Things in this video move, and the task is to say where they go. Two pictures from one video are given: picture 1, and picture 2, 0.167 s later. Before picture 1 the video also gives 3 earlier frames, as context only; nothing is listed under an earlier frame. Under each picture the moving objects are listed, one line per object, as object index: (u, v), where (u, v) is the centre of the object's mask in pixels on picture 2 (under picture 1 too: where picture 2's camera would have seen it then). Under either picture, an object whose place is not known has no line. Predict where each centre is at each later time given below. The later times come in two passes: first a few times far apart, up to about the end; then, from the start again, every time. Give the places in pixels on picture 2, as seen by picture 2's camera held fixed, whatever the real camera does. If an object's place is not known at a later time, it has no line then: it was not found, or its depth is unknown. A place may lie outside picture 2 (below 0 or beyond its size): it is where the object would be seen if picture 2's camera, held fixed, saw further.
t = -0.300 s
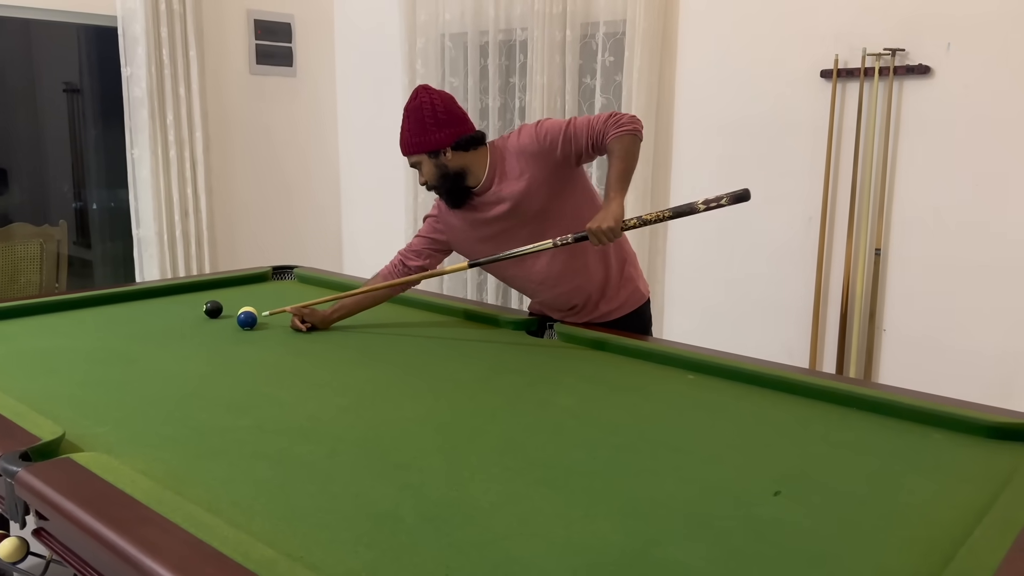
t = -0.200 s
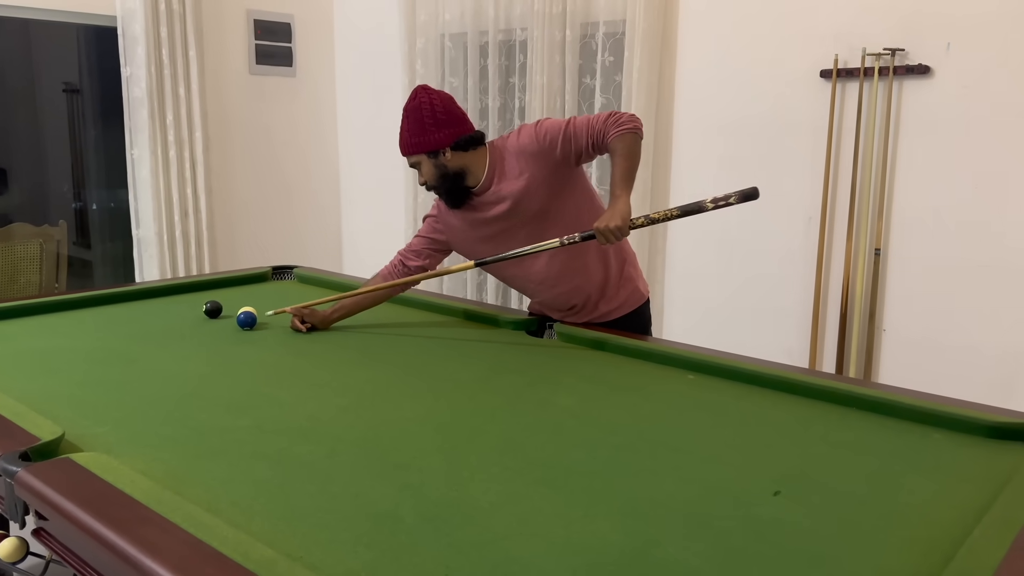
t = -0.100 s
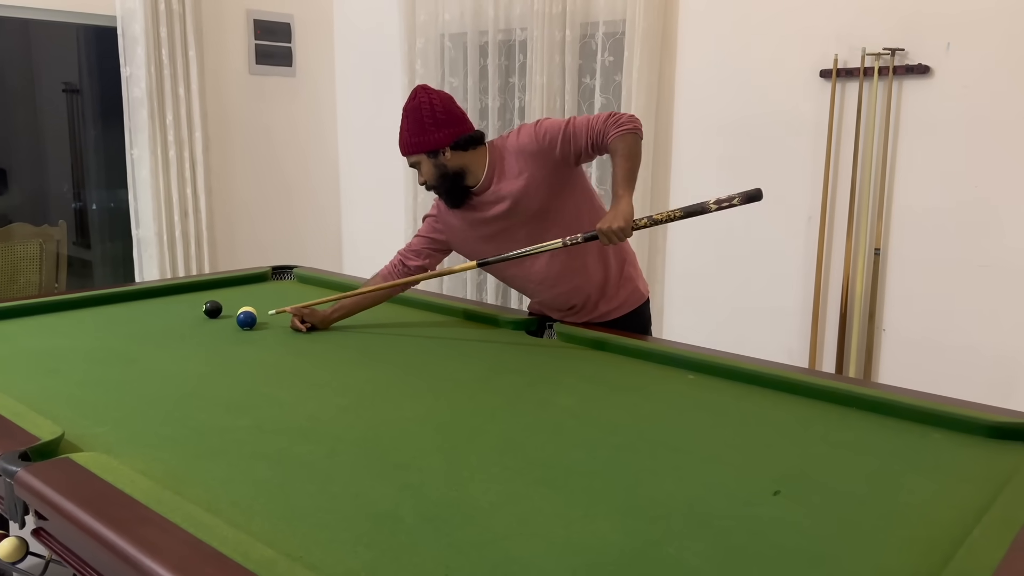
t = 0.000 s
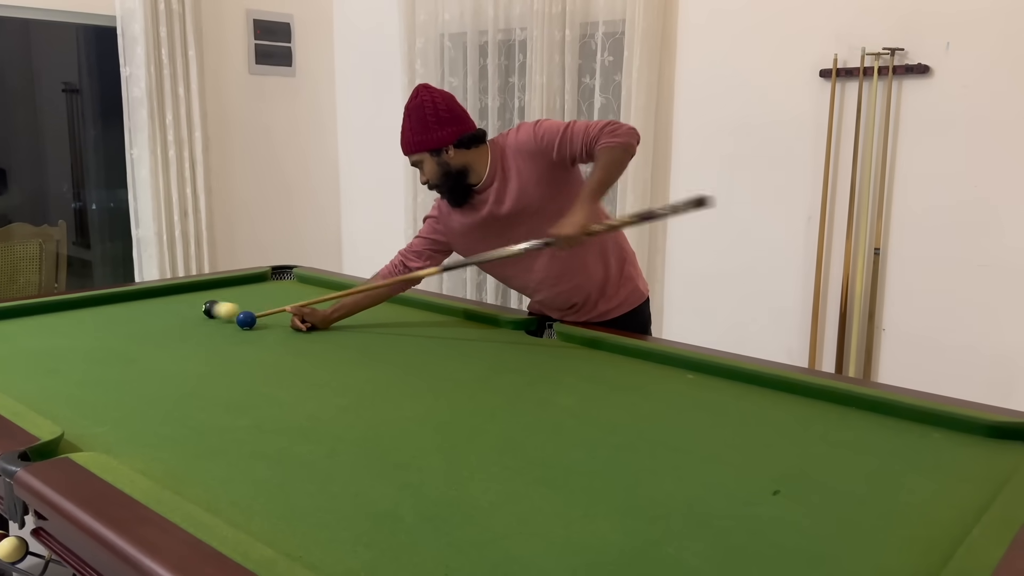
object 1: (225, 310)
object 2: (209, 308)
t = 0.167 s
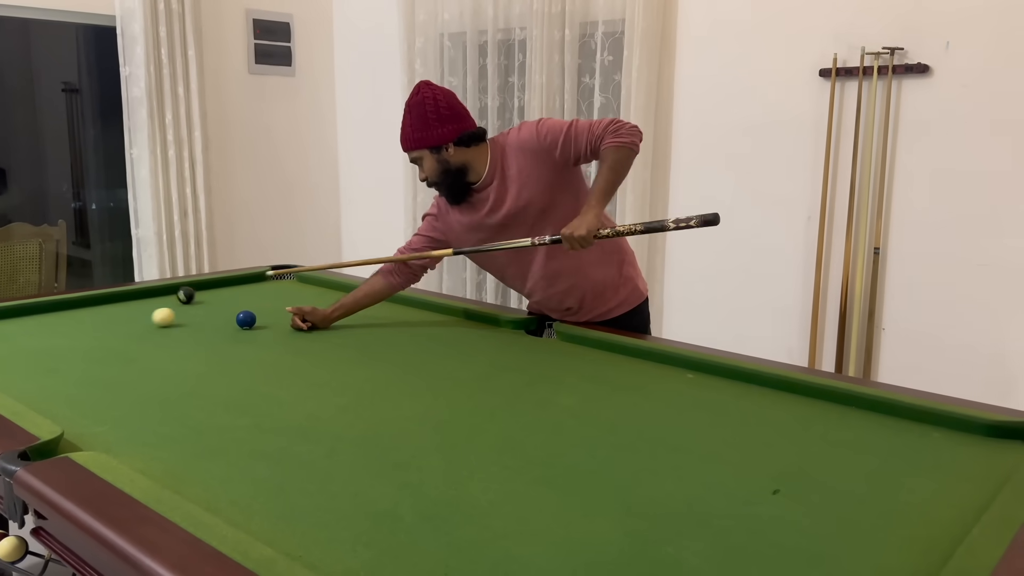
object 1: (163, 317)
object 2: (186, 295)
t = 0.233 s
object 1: (143, 319)
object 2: (177, 291)
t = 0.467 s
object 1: (70, 326)
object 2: (205, 295)
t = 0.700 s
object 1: (4, 334)
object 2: (247, 303)
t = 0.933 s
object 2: (291, 313)
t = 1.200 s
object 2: (343, 324)
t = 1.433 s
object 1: (17, 324)
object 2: (392, 333)
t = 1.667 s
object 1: (49, 317)
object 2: (443, 345)
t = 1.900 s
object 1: (79, 312)
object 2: (498, 356)
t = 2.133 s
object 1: (106, 306)
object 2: (555, 368)
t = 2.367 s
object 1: (130, 302)
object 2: (615, 381)
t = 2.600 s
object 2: (678, 395)
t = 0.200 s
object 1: (153, 318)
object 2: (181, 293)
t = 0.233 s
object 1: (143, 319)
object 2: (177, 291)
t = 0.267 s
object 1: (133, 320)
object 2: (173, 289)
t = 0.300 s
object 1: (123, 321)
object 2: (175, 289)
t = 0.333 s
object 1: (112, 322)
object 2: (183, 290)
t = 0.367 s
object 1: (102, 323)
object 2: (188, 292)
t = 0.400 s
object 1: (92, 324)
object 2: (193, 293)
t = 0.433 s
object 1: (81, 326)
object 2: (200, 294)
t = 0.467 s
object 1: (70, 326)
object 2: (205, 295)
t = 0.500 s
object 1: (60, 328)
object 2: (211, 296)
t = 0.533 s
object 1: (49, 329)
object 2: (217, 298)
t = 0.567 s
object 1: (38, 330)
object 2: (223, 299)
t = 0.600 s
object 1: (28, 331)
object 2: (228, 300)
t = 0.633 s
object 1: (16, 332)
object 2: (235, 302)
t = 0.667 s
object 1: (10, 333)
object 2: (241, 302)
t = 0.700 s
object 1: (4, 334)
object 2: (247, 303)
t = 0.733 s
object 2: (253, 304)
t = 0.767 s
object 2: (260, 306)
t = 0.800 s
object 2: (265, 308)
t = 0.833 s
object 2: (272, 309)
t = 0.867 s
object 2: (278, 310)
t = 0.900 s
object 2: (284, 312)
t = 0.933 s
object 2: (291, 313)
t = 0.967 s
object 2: (297, 314)
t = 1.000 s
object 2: (303, 316)
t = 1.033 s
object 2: (310, 317)
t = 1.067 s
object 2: (317, 318)
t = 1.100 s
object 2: (323, 320)
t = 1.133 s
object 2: (330, 321)
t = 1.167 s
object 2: (337, 322)
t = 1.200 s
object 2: (343, 324)
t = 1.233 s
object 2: (350, 325)
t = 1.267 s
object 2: (357, 327)
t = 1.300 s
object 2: (364, 328)
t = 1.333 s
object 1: (9, 325)
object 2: (371, 330)
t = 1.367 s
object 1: (11, 325)
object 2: (378, 331)
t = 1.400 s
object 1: (14, 324)
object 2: (385, 332)
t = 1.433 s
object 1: (17, 324)
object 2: (392, 333)
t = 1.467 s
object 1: (21, 323)
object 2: (399, 335)
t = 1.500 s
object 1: (25, 322)
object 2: (406, 337)
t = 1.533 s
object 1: (30, 321)
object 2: (414, 338)
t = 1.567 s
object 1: (35, 320)
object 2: (421, 340)
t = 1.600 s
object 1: (40, 319)
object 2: (428, 341)
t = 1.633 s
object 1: (44, 318)
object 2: (436, 343)
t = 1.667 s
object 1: (49, 317)
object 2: (443, 345)
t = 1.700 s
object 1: (54, 317)
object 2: (451, 346)
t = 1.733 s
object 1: (58, 315)
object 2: (459, 348)
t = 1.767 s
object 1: (62, 315)
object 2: (467, 349)
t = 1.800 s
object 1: (67, 314)
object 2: (474, 351)
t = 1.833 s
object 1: (71, 313)
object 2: (482, 353)
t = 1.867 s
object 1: (75, 312)
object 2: (489, 354)
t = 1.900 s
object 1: (79, 312)
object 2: (498, 356)
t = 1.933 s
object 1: (84, 311)
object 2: (506, 357)
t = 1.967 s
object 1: (88, 310)
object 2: (514, 359)
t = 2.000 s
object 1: (91, 309)
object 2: (522, 361)
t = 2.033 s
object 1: (95, 309)
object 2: (530, 363)
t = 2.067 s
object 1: (99, 308)
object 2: (538, 364)
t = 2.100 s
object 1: (103, 307)
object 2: (546, 366)
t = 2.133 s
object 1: (106, 306)
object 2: (555, 368)
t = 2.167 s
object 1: (110, 306)
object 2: (564, 370)
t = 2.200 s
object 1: (113, 305)
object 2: (572, 371)
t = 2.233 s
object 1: (117, 305)
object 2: (581, 374)
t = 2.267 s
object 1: (120, 304)
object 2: (589, 375)
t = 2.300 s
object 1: (124, 303)
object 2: (598, 377)
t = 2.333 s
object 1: (127, 302)
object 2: (606, 379)
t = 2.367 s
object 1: (130, 302)
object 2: (615, 381)
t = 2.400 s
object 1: (134, 301)
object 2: (624, 383)
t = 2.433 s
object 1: (137, 301)
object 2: (633, 385)
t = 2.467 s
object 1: (140, 300)
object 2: (642, 387)
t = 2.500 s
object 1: (143, 300)
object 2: (651, 389)
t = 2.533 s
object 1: (146, 299)
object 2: (660, 391)
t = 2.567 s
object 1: (149, 298)
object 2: (669, 393)
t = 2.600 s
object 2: (678, 395)
